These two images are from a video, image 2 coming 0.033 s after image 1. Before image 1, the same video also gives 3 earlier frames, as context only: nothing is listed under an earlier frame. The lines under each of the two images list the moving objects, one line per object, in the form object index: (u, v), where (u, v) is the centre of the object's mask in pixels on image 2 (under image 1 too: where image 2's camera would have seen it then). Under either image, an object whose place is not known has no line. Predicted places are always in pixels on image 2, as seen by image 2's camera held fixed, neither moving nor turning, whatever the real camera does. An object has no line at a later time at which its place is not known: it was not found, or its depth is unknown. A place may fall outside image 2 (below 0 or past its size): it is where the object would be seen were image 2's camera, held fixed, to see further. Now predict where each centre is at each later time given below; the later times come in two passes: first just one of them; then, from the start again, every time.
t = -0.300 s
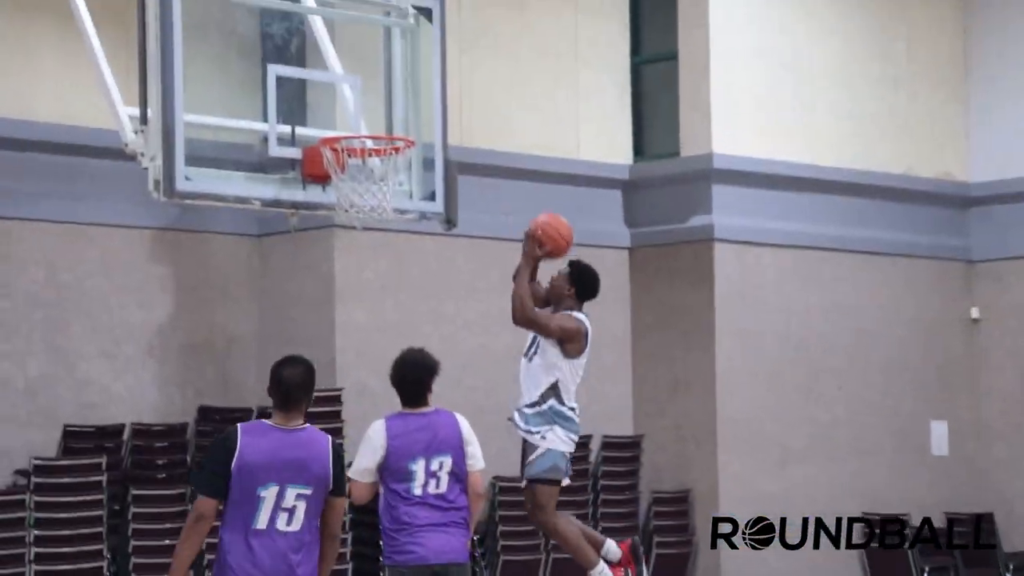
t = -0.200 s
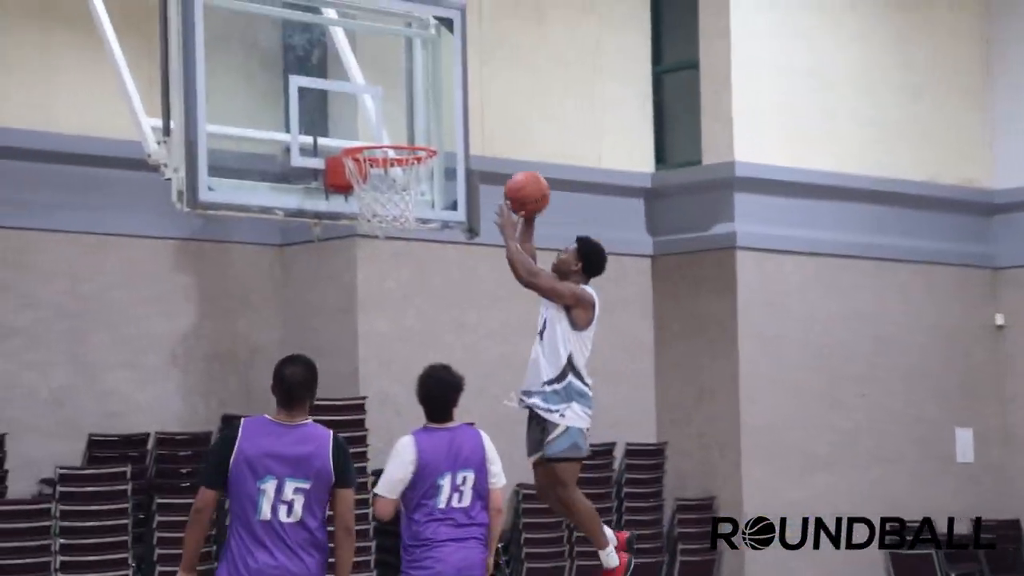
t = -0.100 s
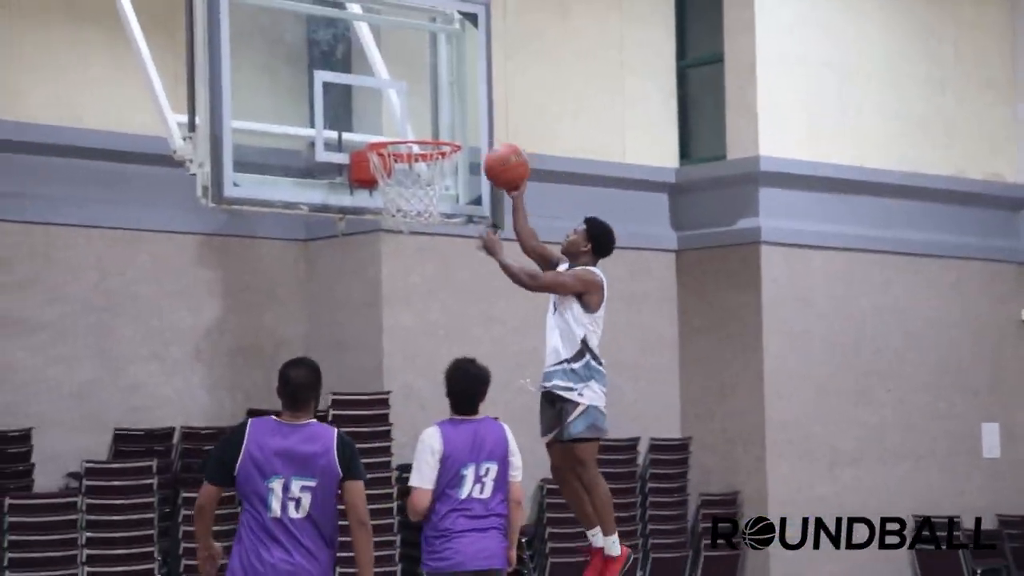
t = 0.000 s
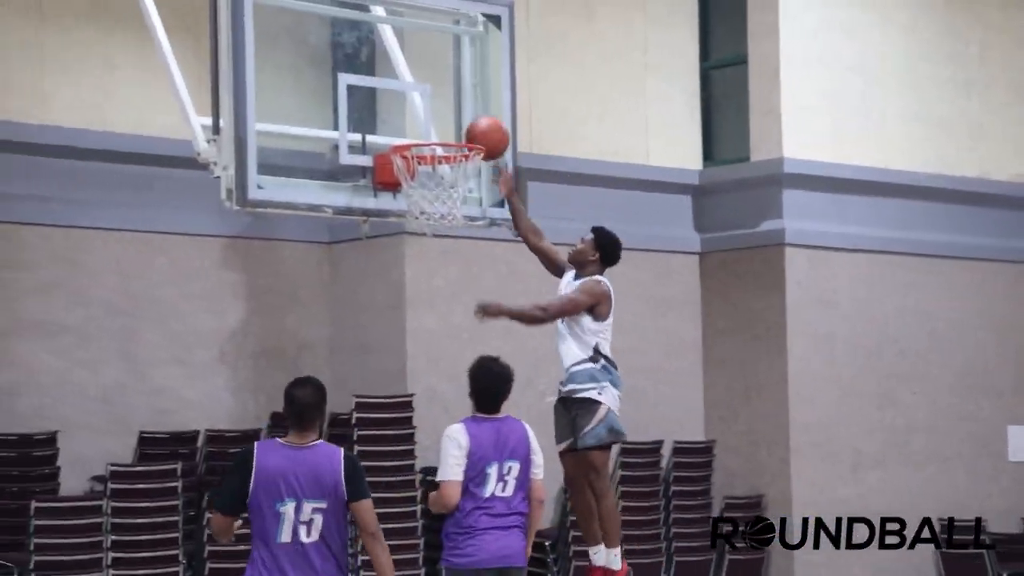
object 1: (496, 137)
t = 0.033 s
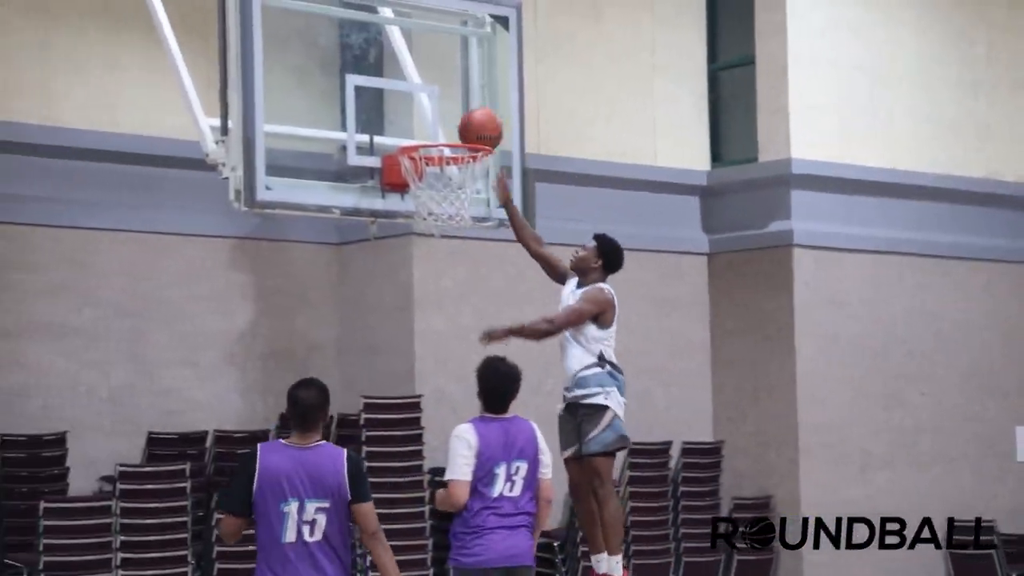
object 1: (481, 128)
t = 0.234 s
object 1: (465, 111)
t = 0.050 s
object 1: (476, 125)
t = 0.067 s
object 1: (474, 122)
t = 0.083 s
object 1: (473, 119)
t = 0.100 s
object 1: (472, 116)
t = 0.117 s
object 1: (471, 113)
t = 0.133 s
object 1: (470, 111)
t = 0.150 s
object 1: (469, 110)
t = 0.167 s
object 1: (468, 109)
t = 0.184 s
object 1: (468, 109)
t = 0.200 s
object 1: (467, 109)
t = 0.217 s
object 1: (466, 110)
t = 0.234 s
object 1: (465, 111)
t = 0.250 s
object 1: (464, 112)
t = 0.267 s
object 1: (463, 114)
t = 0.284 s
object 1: (462, 117)
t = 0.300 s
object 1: (461, 120)
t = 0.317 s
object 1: (460, 123)
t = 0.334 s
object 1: (460, 126)
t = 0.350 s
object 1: (458, 132)
